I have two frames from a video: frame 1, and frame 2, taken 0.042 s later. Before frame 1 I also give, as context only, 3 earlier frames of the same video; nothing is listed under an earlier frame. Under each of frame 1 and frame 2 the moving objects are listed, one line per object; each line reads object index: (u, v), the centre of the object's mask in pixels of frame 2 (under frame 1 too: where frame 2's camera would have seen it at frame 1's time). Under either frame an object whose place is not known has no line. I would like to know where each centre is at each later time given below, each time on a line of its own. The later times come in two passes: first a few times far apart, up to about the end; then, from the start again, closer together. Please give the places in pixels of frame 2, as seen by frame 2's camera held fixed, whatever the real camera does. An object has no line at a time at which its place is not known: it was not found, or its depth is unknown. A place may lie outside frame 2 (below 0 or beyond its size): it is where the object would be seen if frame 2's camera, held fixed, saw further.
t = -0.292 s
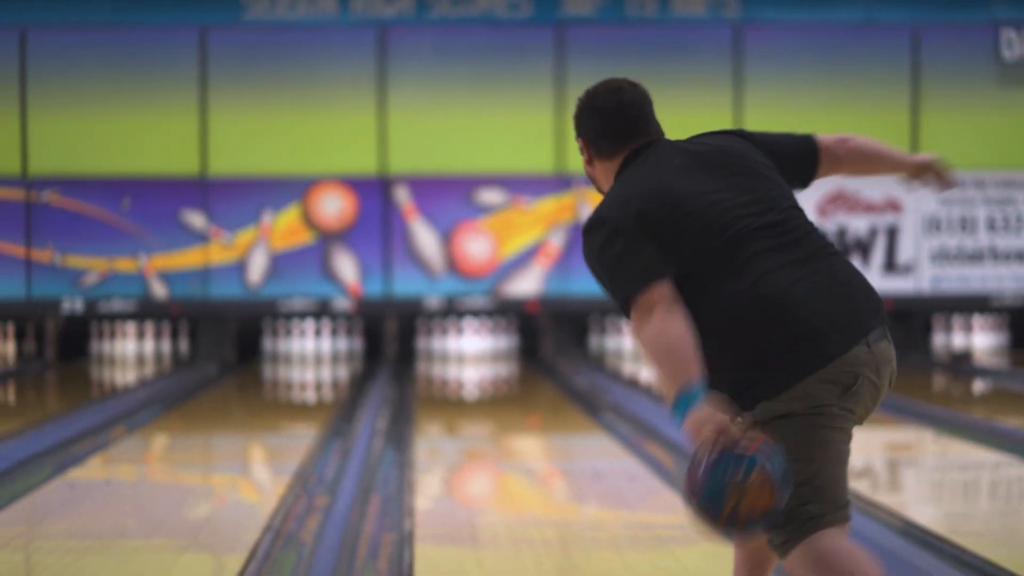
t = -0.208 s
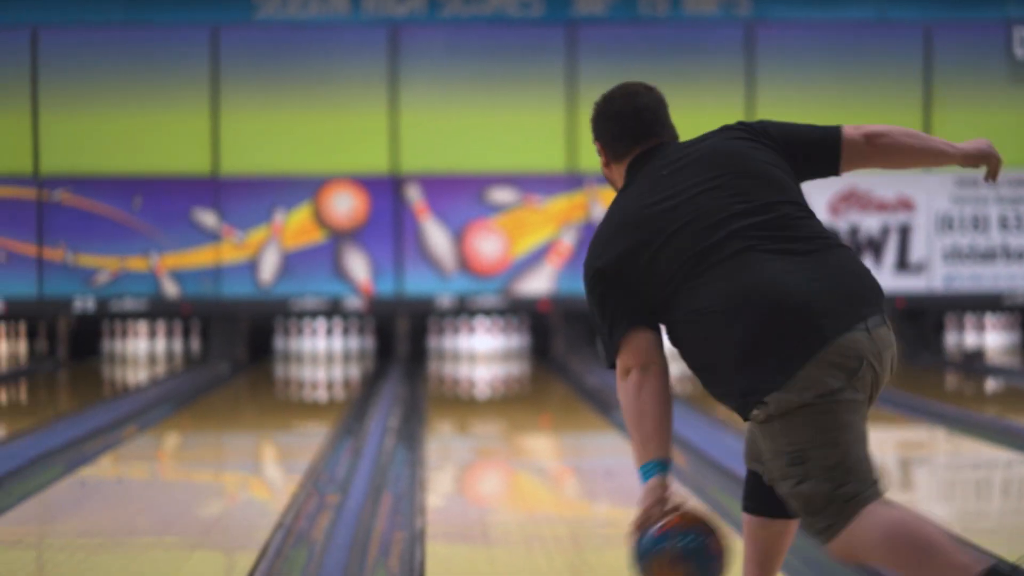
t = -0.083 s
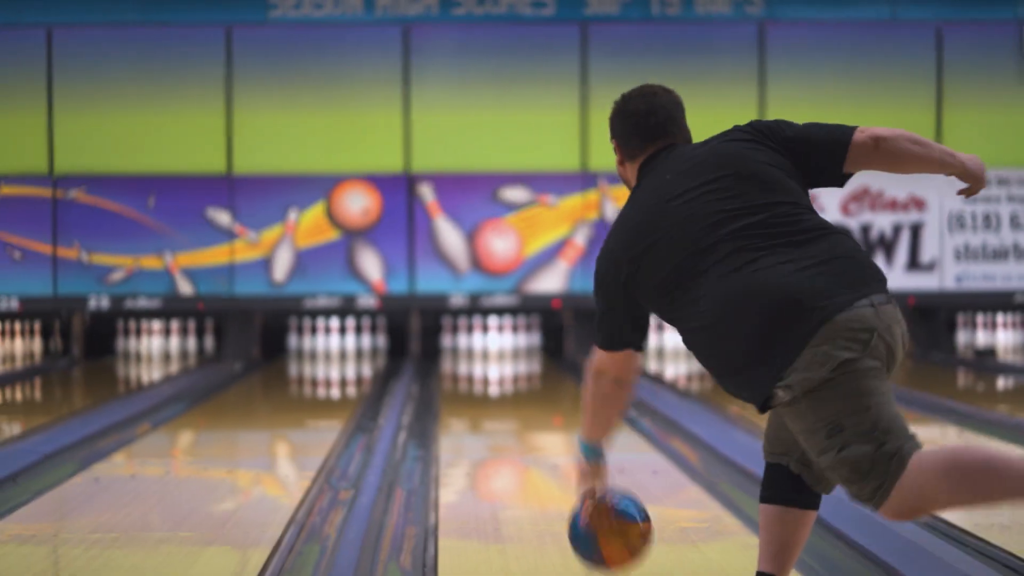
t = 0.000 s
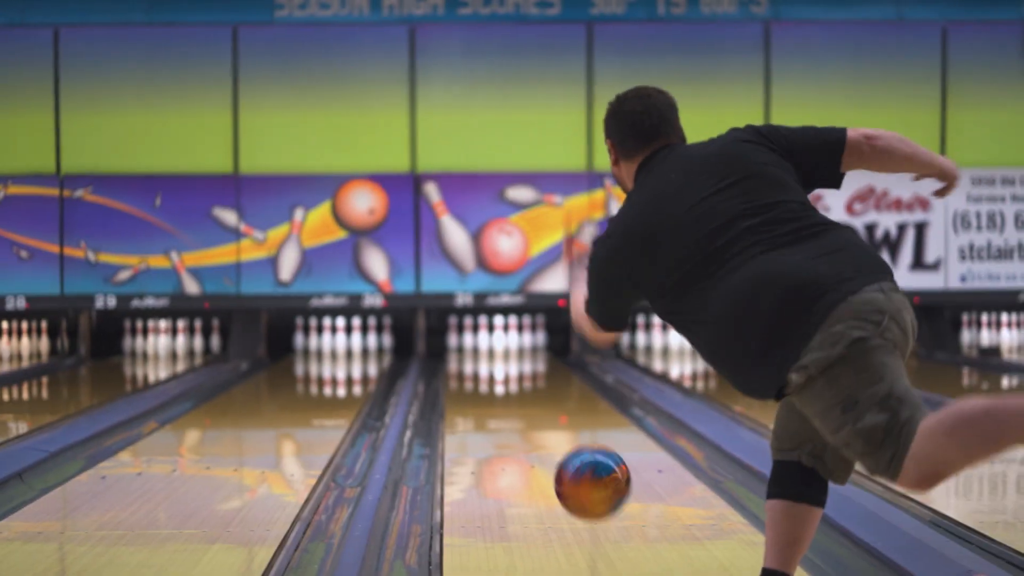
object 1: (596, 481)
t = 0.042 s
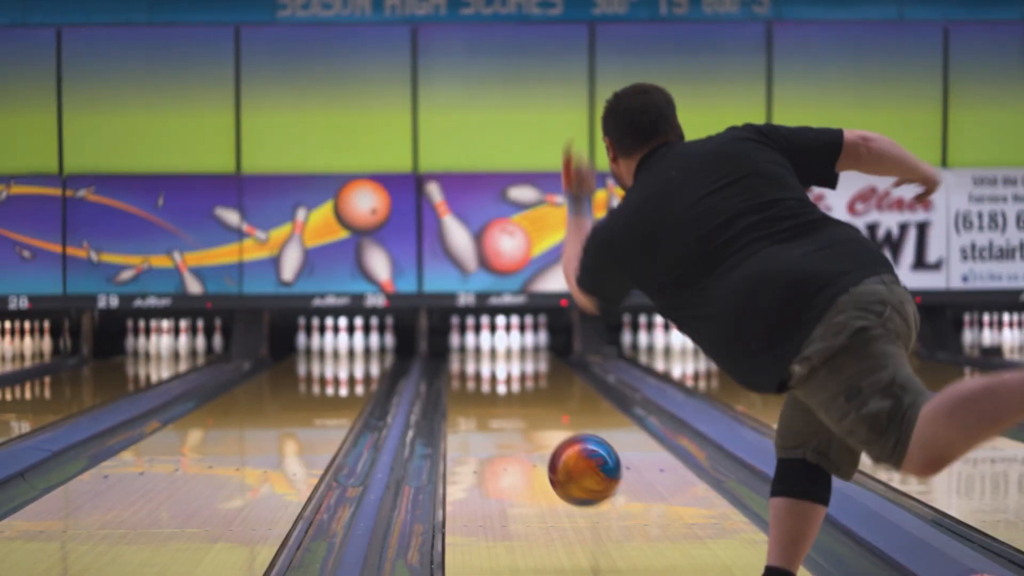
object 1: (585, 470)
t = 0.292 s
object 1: (538, 476)
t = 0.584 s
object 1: (507, 436)
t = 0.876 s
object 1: (488, 408)
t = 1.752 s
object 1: (466, 363)
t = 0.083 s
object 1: (575, 465)
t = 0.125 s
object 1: (566, 466)
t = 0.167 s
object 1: (558, 471)
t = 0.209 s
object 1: (551, 481)
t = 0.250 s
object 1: (544, 485)
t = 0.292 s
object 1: (538, 476)
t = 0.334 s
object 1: (532, 470)
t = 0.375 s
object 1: (527, 463)
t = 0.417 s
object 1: (522, 457)
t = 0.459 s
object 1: (518, 451)
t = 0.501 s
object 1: (514, 446)
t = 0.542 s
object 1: (510, 440)
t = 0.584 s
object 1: (507, 436)
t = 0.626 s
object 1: (503, 430)
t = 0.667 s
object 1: (500, 427)
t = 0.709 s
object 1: (497, 423)
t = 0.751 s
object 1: (495, 419)
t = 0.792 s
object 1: (492, 415)
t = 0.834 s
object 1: (490, 411)
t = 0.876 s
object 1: (488, 408)
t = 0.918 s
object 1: (485, 405)
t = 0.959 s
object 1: (483, 402)
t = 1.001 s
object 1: (481, 399)
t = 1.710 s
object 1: (466, 365)
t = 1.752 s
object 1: (466, 363)
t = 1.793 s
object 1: (467, 361)
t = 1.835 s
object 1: (468, 360)
